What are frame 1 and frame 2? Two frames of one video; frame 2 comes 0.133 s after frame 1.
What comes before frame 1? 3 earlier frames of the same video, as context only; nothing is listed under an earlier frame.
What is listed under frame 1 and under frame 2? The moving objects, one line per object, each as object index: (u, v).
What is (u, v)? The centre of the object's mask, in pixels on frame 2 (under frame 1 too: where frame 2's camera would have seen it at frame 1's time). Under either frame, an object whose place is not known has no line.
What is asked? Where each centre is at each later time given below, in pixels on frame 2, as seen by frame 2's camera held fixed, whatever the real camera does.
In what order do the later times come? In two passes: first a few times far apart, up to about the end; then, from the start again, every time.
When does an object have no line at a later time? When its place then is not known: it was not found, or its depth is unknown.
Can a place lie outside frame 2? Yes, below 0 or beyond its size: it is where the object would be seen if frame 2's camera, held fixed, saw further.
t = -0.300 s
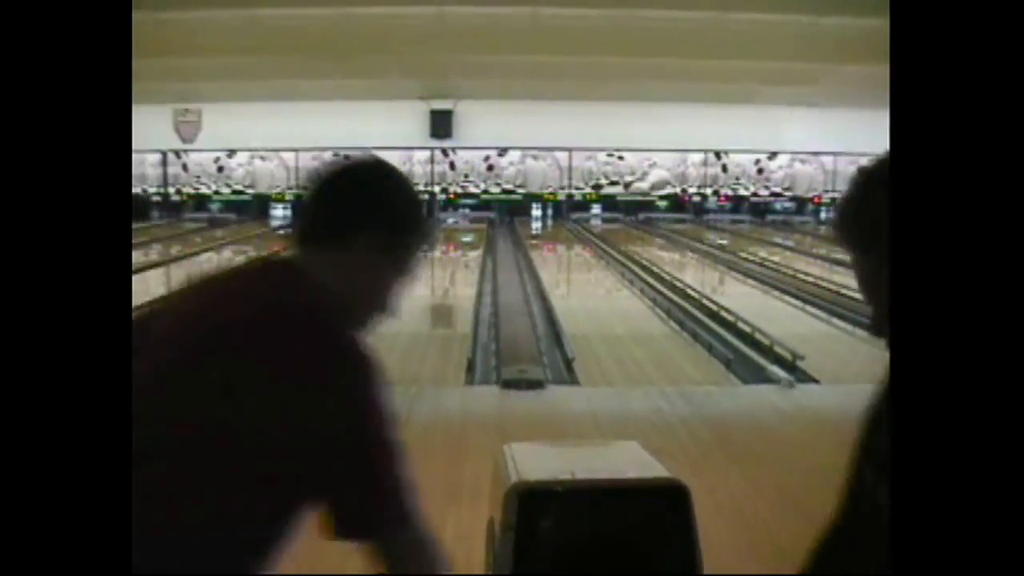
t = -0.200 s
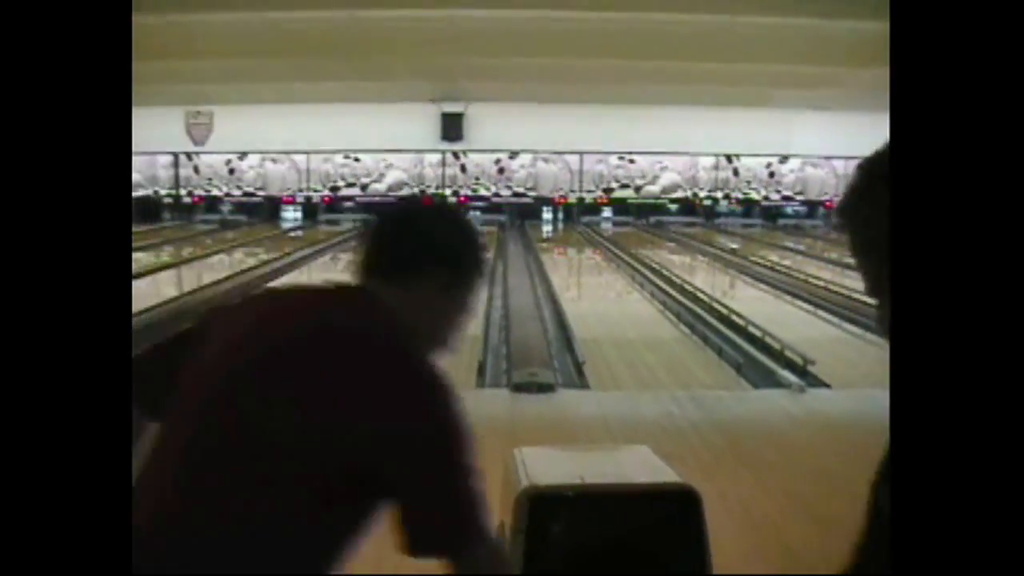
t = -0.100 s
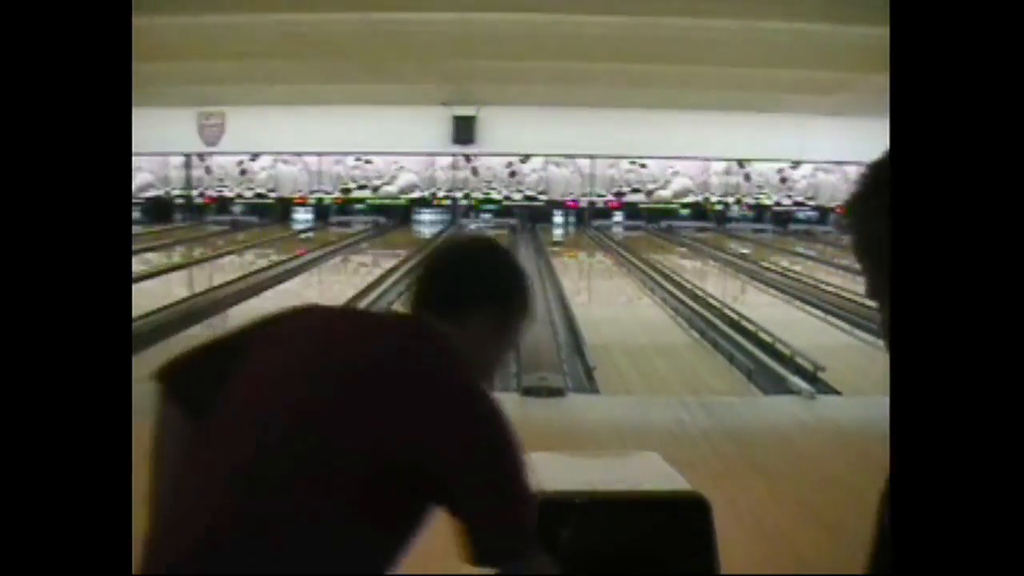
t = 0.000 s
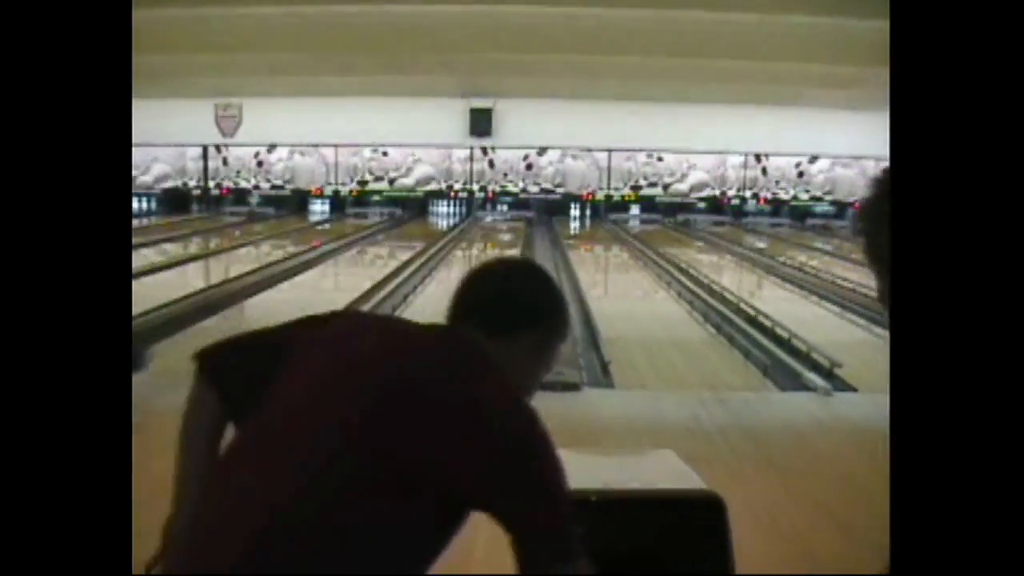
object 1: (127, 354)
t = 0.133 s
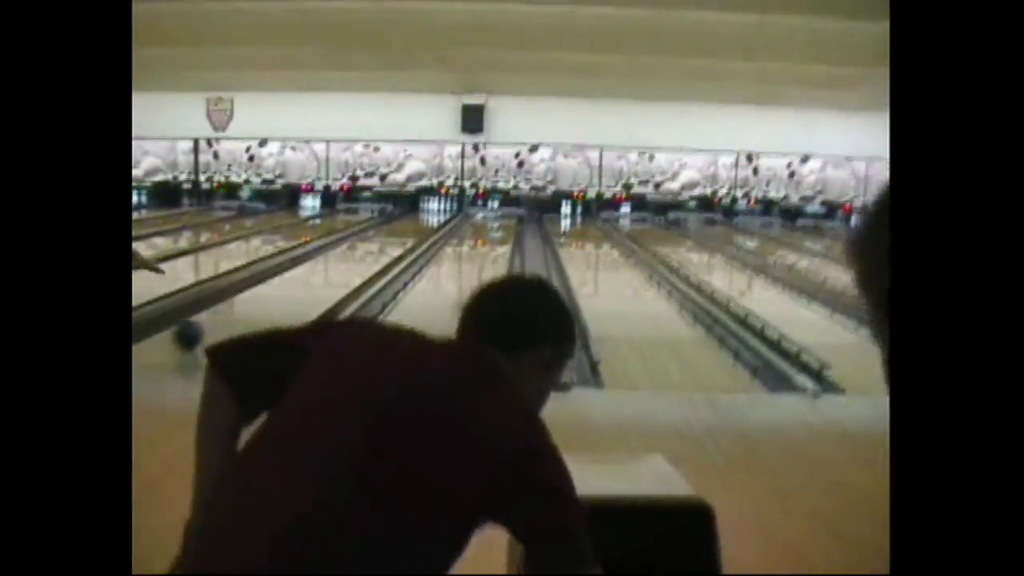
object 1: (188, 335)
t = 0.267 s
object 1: (238, 310)
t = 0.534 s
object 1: (302, 277)
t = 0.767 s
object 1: (340, 258)
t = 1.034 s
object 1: (370, 243)
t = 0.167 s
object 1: (203, 329)
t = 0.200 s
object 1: (216, 322)
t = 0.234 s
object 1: (227, 315)
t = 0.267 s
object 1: (238, 310)
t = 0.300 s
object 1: (248, 305)
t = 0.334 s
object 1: (257, 300)
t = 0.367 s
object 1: (266, 295)
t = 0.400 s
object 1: (274, 291)
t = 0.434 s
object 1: (282, 287)
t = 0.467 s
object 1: (289, 283)
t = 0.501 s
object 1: (296, 280)
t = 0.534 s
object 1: (302, 277)
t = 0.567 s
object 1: (309, 274)
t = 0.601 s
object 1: (315, 270)
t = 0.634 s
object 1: (320, 268)
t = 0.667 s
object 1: (325, 265)
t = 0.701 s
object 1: (331, 263)
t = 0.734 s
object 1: (335, 261)
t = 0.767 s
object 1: (340, 258)
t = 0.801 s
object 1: (344, 256)
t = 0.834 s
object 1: (348, 254)
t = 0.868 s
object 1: (352, 252)
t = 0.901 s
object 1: (356, 250)
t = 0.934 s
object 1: (359, 248)
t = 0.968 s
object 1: (363, 247)
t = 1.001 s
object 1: (366, 245)
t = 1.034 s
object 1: (370, 243)
